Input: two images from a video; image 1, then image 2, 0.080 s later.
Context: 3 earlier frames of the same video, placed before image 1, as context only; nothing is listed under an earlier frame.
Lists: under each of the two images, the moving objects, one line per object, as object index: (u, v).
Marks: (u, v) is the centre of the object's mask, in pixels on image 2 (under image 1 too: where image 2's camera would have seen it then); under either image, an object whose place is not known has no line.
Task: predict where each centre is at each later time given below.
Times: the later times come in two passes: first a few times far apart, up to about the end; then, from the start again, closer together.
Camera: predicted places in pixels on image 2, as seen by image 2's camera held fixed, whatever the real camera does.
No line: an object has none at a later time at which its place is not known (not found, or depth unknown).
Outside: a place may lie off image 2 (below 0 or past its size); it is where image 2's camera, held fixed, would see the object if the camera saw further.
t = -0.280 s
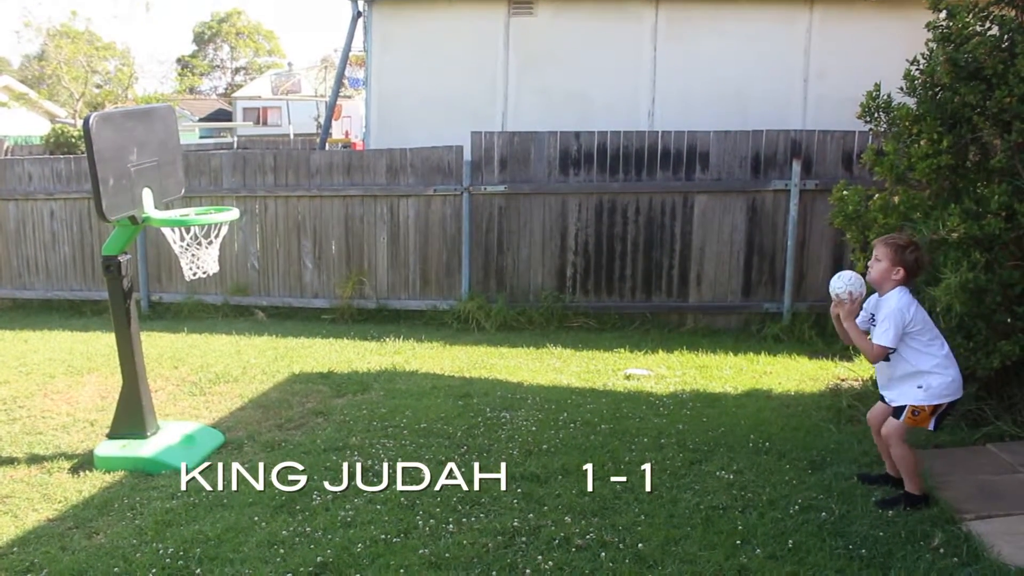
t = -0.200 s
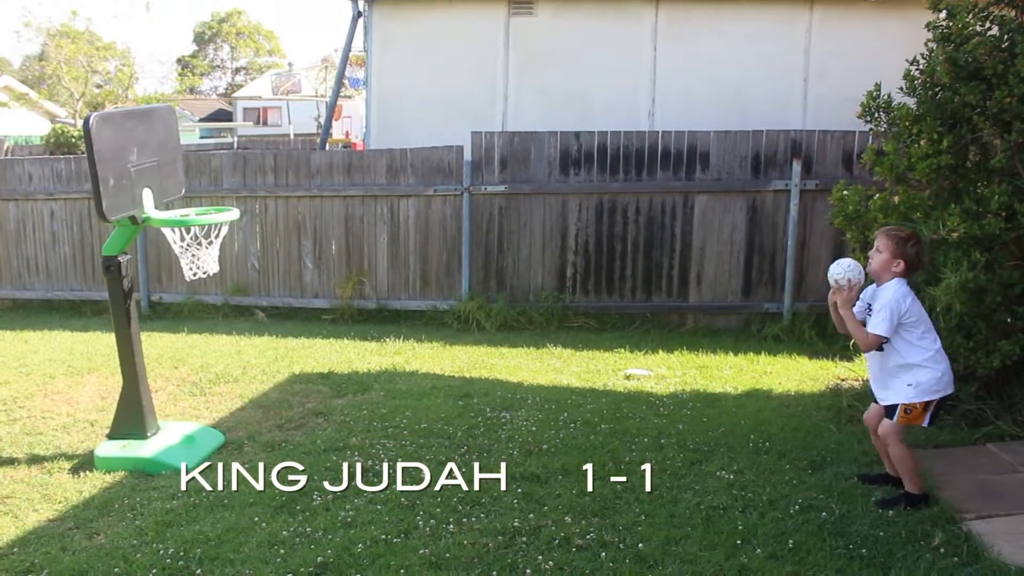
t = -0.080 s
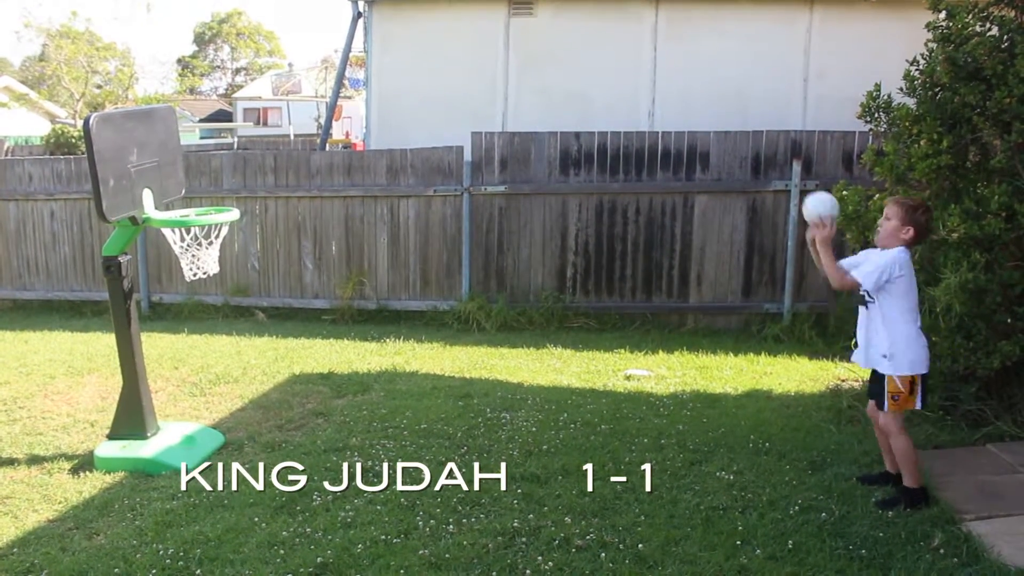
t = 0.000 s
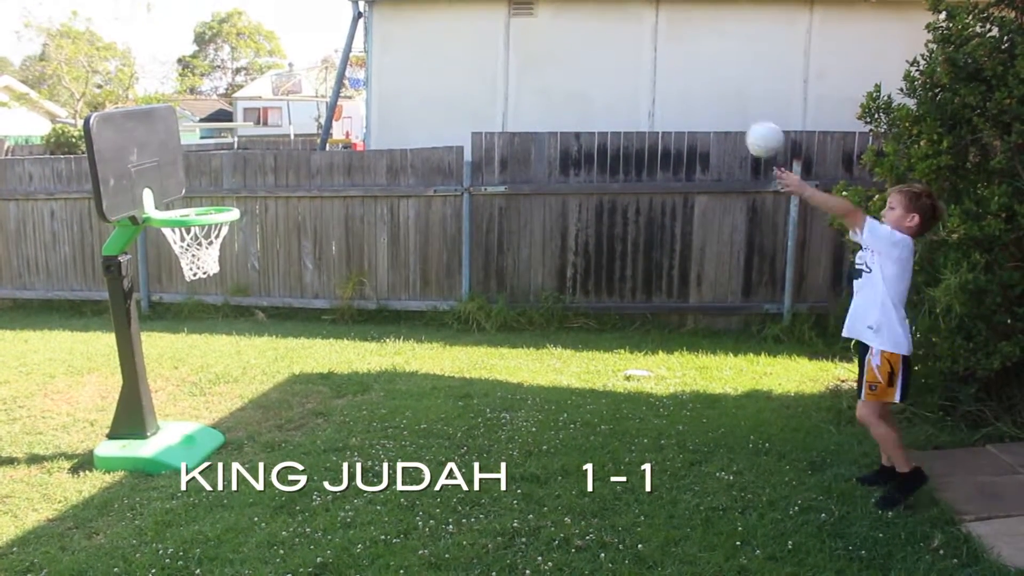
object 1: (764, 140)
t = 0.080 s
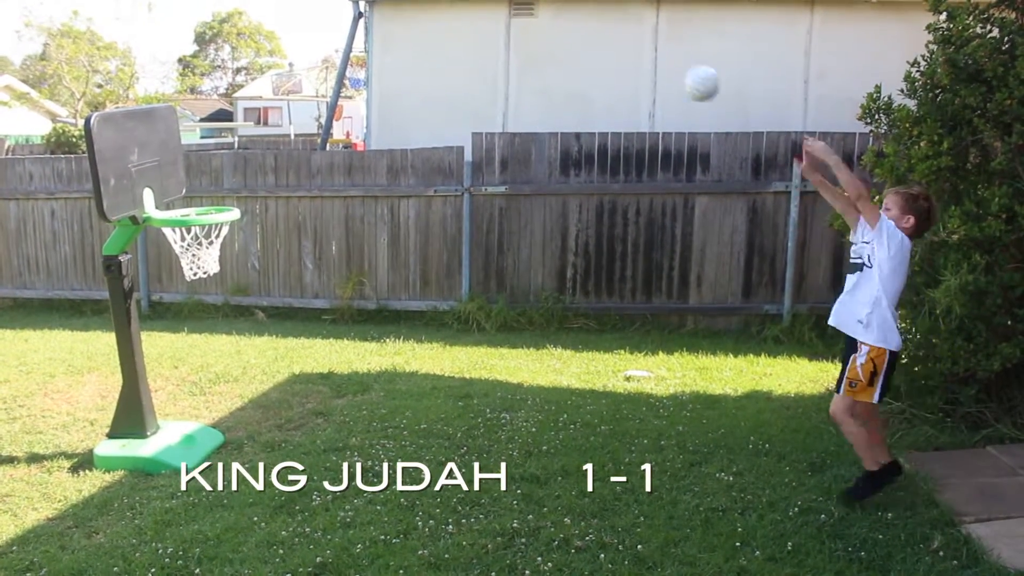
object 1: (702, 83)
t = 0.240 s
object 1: (571, 19)
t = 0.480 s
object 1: (377, 53)
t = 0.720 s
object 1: (199, 234)
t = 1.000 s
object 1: (53, 445)
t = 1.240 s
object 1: (-30, 423)
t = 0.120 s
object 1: (669, 60)
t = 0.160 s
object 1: (637, 43)
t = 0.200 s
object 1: (604, 29)
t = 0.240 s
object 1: (571, 19)
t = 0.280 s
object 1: (538, 15)
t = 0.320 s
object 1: (506, 14)
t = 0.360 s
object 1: (473, 17)
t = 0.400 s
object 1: (441, 25)
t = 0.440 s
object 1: (408, 37)
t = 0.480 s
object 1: (377, 53)
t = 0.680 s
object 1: (227, 193)
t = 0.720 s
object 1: (199, 234)
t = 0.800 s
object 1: (150, 318)
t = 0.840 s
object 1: (128, 366)
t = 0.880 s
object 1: (105, 415)
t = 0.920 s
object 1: (84, 464)
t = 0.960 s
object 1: (69, 460)
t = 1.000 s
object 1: (53, 445)
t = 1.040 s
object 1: (40, 433)
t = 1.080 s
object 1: (25, 424)
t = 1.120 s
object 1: (11, 420)
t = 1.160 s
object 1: (-1, 417)
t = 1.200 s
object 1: (-16, 418)
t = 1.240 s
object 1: (-30, 423)
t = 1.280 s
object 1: (-38, 430)
